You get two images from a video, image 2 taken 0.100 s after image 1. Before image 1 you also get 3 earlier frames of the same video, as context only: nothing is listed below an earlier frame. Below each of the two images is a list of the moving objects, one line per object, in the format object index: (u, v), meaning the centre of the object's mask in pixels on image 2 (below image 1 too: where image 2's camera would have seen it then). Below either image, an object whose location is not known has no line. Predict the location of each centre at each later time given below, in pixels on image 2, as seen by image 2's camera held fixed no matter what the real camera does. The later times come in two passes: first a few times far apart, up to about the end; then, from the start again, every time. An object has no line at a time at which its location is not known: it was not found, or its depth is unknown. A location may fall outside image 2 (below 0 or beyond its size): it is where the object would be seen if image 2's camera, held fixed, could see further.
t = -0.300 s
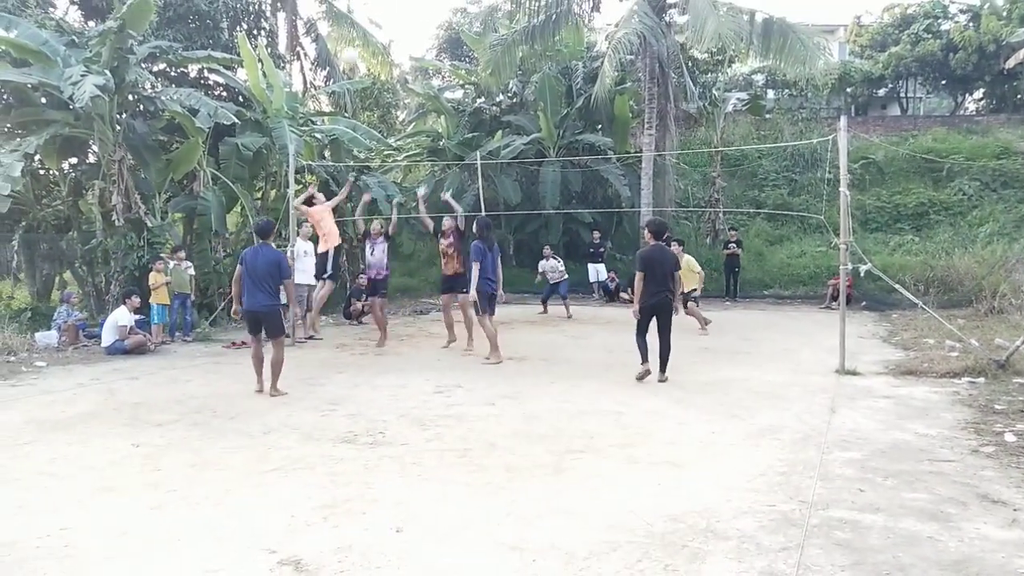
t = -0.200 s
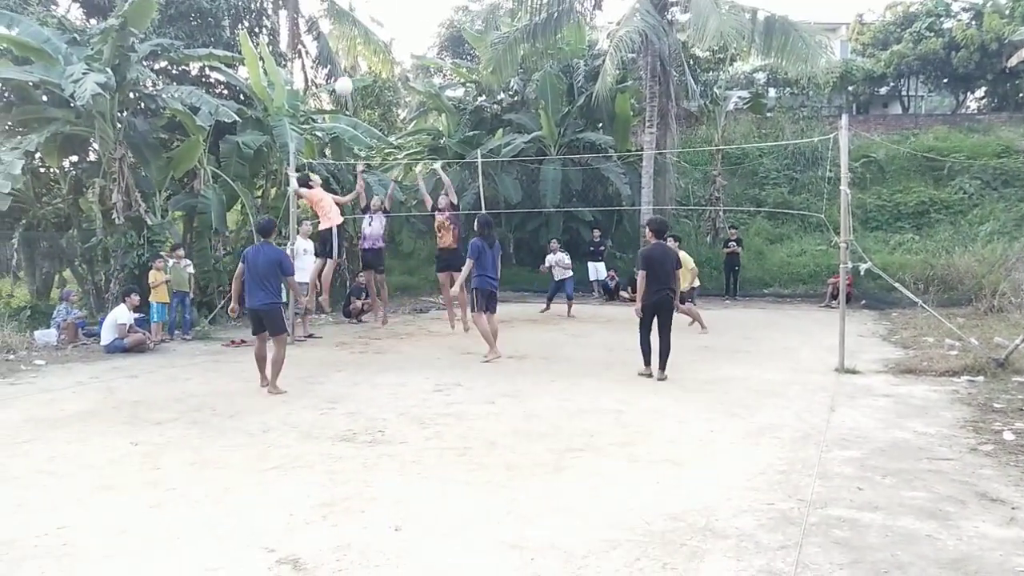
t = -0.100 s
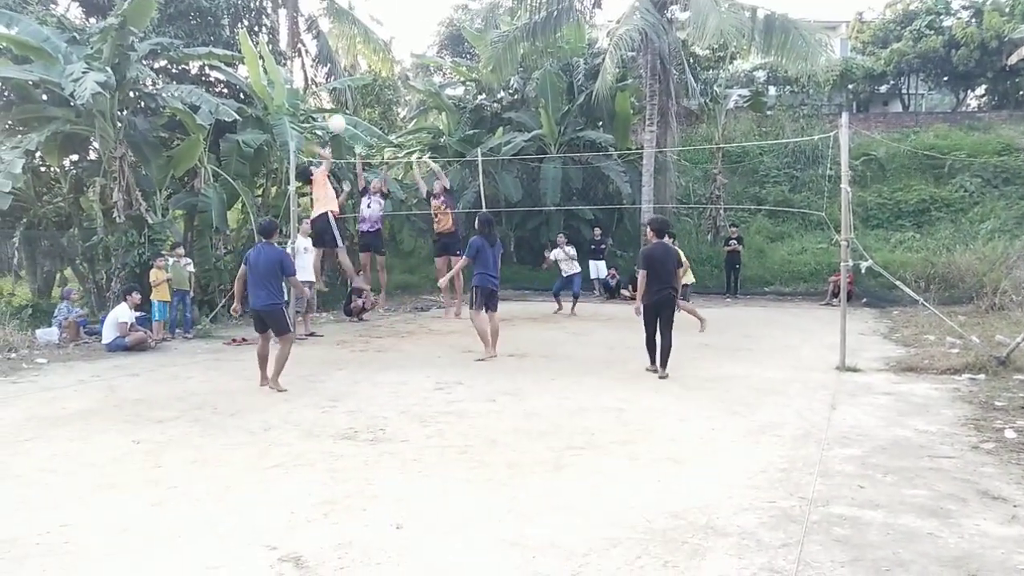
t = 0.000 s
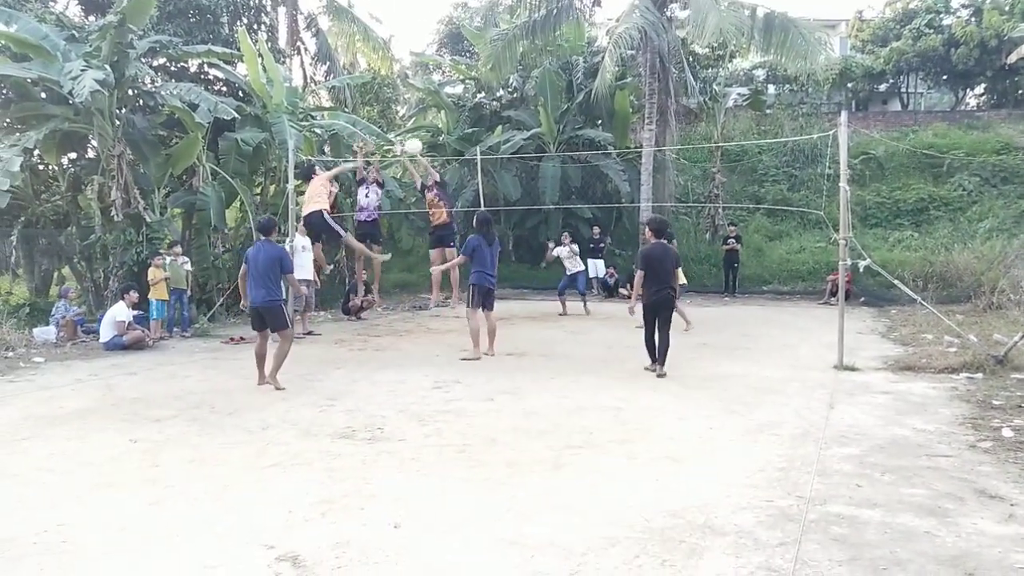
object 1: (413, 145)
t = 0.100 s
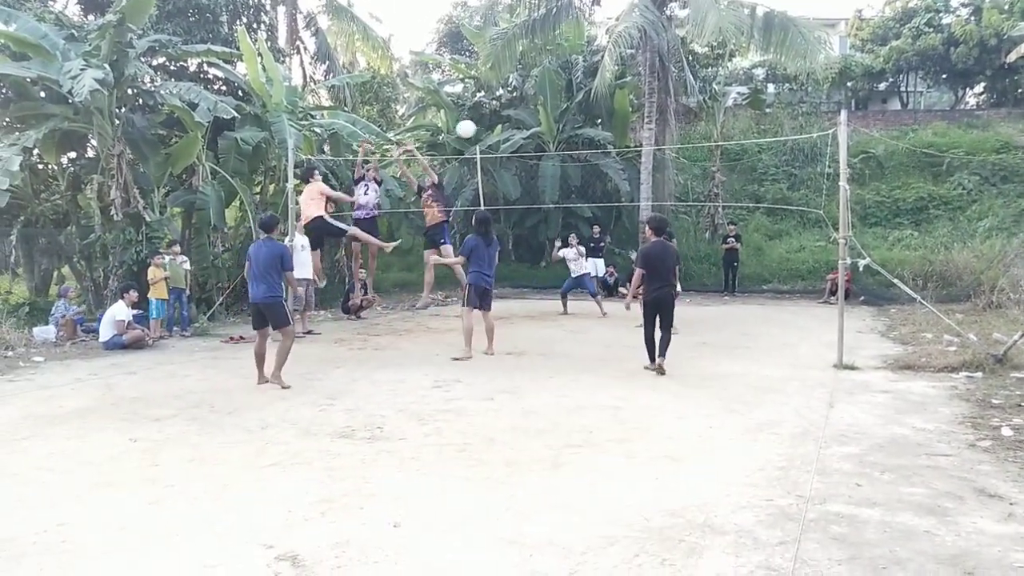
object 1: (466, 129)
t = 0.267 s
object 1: (567, 117)
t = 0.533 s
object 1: (765, 157)
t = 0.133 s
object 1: (485, 125)
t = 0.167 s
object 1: (504, 121)
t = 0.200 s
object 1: (524, 119)
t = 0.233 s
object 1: (545, 118)
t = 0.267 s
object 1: (567, 117)
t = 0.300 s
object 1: (590, 118)
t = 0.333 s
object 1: (613, 120)
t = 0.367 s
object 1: (636, 124)
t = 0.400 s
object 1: (661, 127)
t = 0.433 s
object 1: (685, 133)
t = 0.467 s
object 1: (712, 140)
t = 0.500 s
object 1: (738, 148)
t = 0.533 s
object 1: (765, 157)
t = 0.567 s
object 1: (794, 169)
